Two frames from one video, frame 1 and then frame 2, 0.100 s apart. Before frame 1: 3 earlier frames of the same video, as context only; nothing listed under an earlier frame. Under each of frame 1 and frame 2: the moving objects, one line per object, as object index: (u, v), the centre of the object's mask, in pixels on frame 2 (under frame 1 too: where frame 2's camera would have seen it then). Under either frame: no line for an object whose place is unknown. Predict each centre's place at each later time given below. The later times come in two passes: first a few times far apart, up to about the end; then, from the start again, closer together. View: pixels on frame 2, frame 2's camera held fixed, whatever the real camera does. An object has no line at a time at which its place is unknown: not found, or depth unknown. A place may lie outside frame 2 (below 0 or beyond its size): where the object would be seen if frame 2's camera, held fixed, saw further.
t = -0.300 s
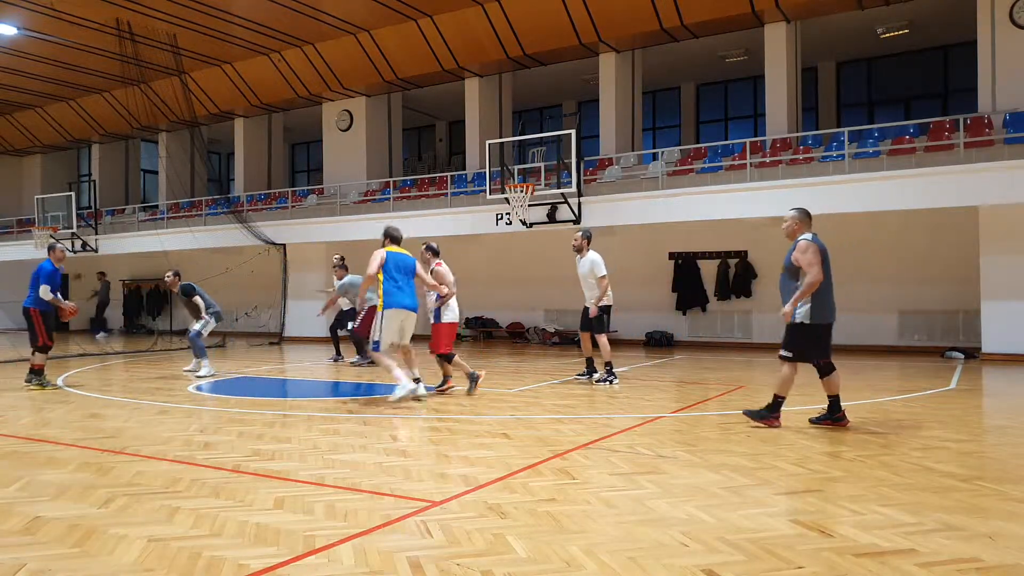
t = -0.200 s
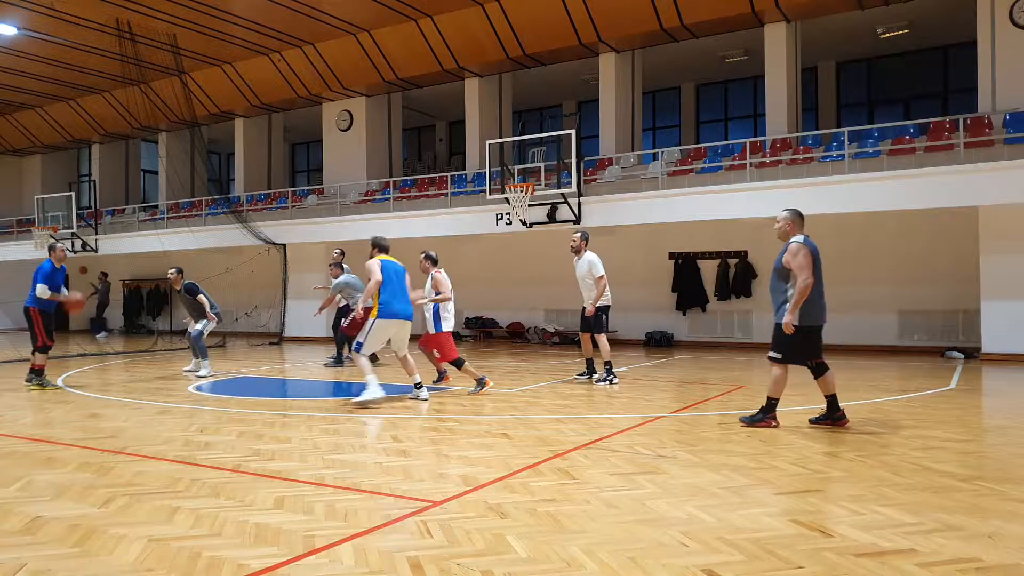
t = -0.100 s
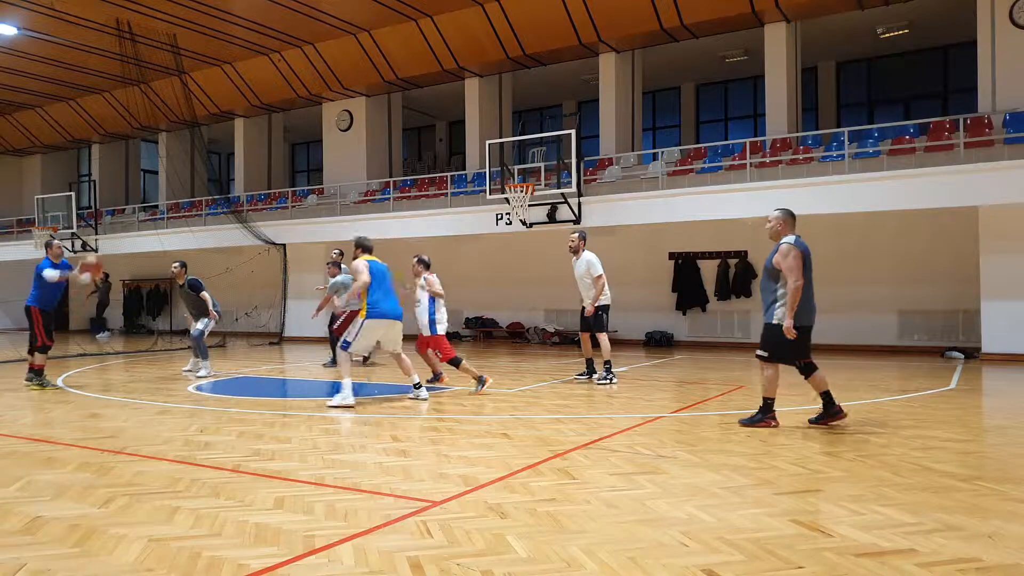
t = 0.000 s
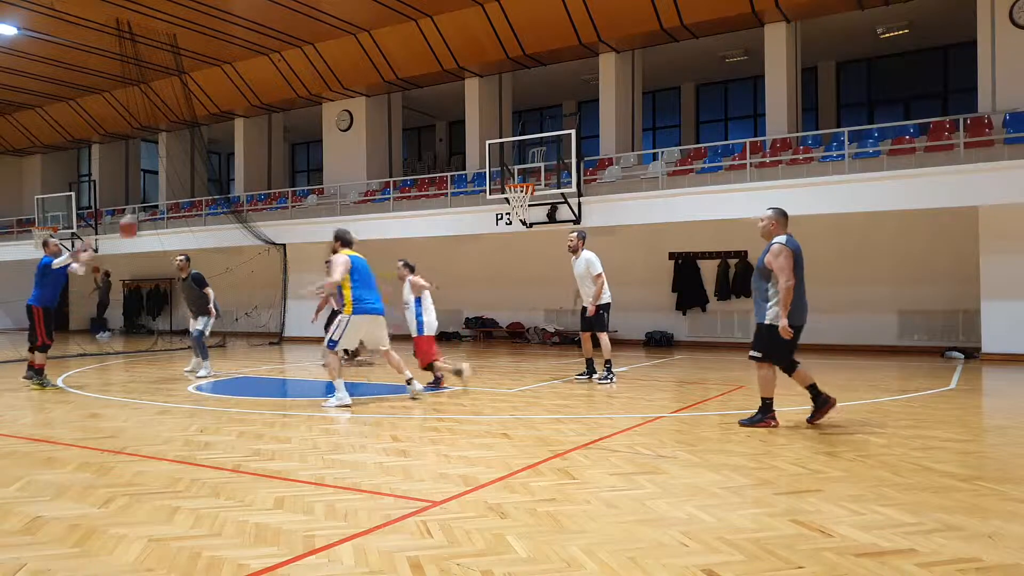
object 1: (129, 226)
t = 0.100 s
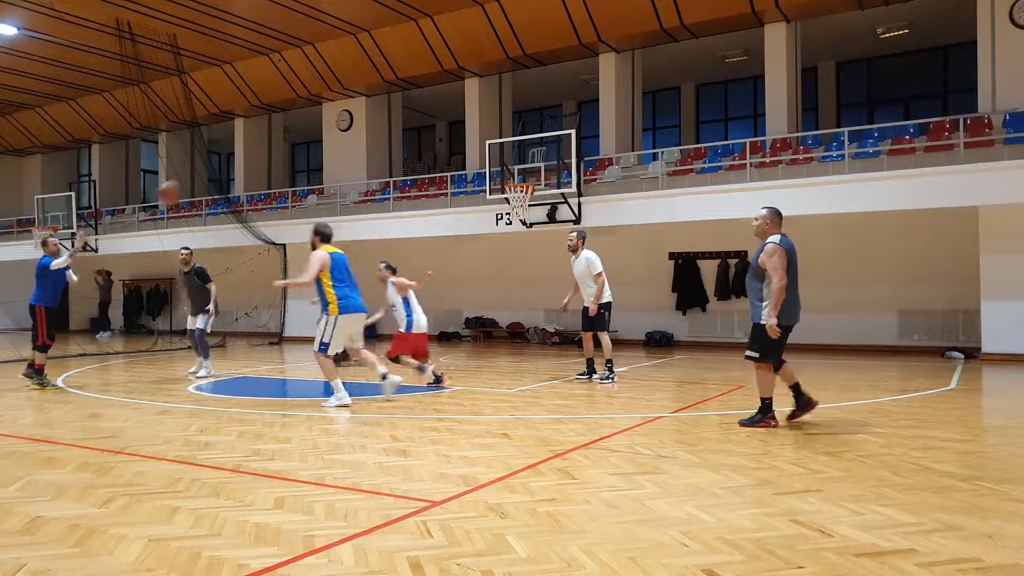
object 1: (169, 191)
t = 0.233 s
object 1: (227, 159)
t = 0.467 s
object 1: (353, 128)
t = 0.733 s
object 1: (530, 162)
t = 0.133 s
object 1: (185, 182)
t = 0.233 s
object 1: (227, 159)
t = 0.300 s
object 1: (262, 143)
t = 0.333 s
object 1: (280, 139)
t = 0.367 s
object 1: (297, 134)
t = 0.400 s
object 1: (314, 131)
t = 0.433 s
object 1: (332, 129)
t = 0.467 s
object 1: (353, 128)
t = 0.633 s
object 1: (457, 138)
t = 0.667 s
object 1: (481, 145)
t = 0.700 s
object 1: (507, 153)
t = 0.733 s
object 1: (530, 162)
